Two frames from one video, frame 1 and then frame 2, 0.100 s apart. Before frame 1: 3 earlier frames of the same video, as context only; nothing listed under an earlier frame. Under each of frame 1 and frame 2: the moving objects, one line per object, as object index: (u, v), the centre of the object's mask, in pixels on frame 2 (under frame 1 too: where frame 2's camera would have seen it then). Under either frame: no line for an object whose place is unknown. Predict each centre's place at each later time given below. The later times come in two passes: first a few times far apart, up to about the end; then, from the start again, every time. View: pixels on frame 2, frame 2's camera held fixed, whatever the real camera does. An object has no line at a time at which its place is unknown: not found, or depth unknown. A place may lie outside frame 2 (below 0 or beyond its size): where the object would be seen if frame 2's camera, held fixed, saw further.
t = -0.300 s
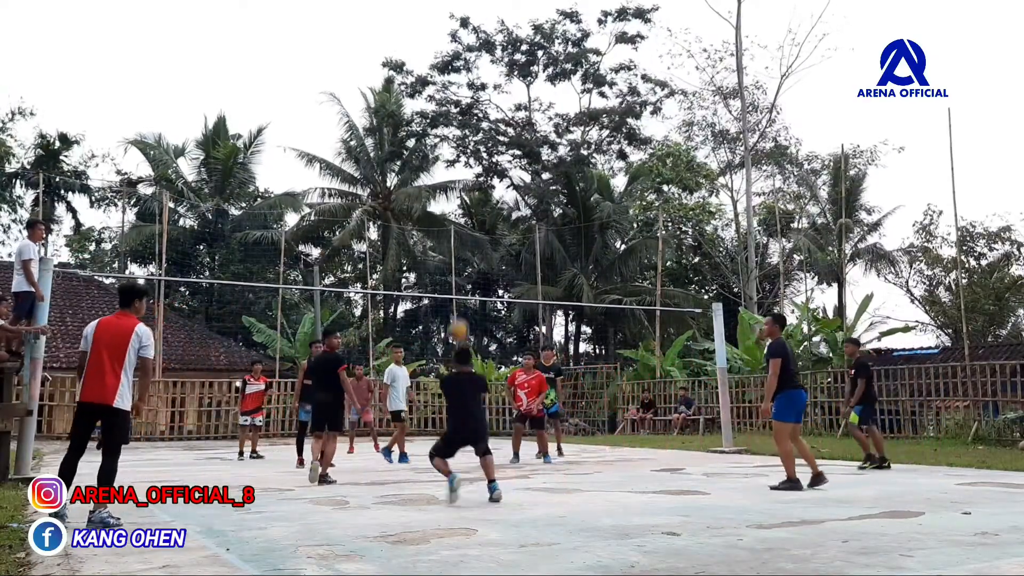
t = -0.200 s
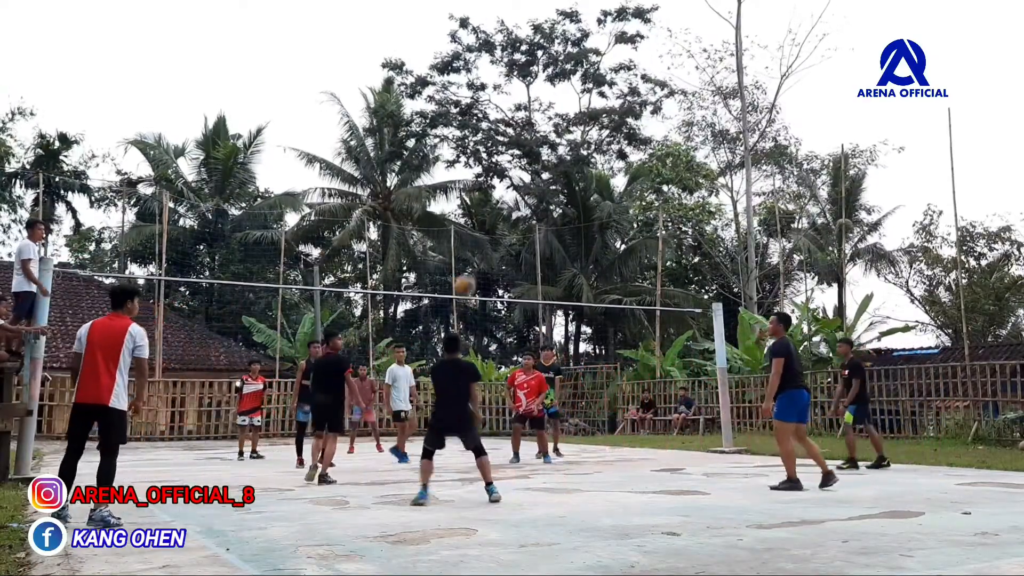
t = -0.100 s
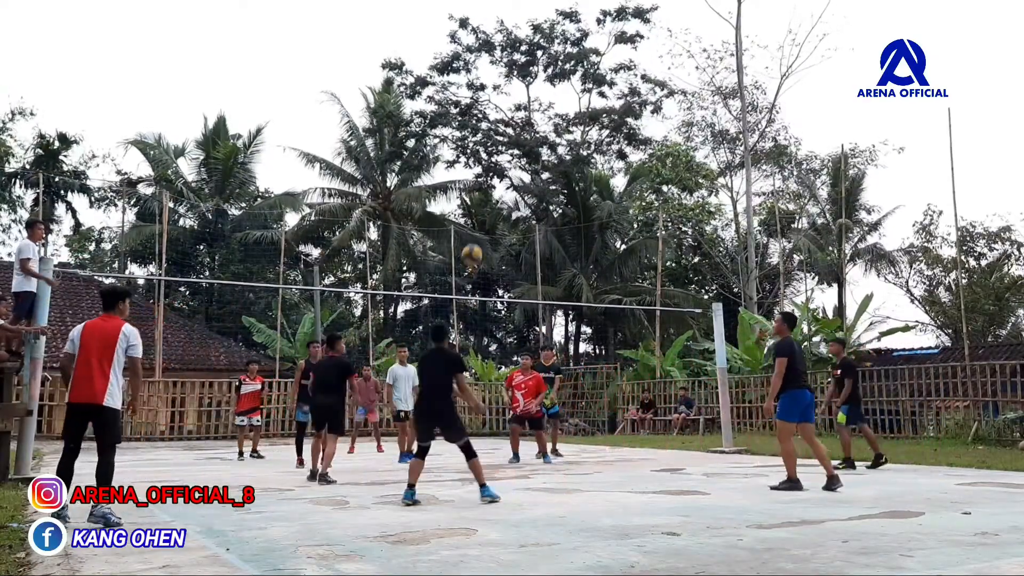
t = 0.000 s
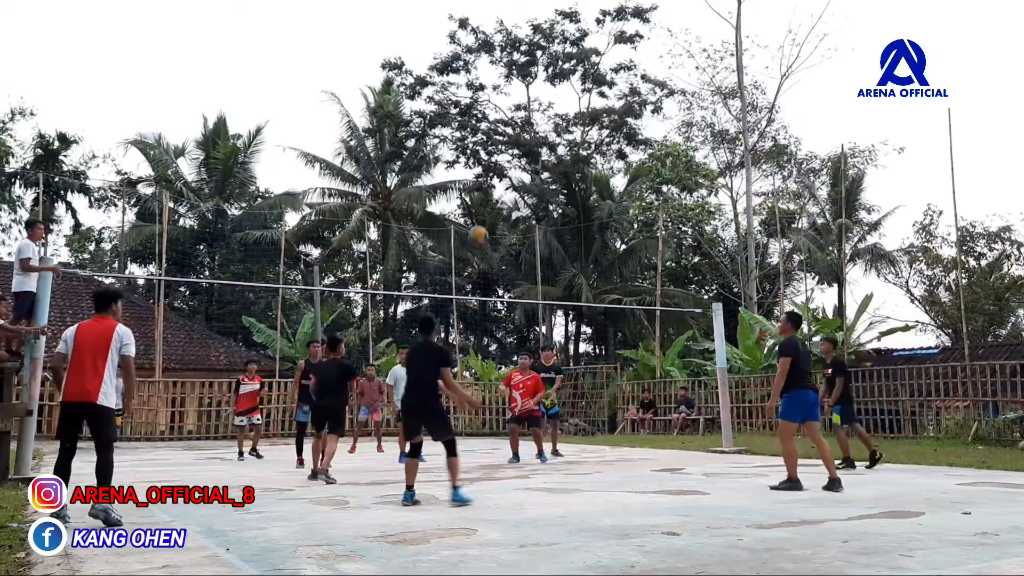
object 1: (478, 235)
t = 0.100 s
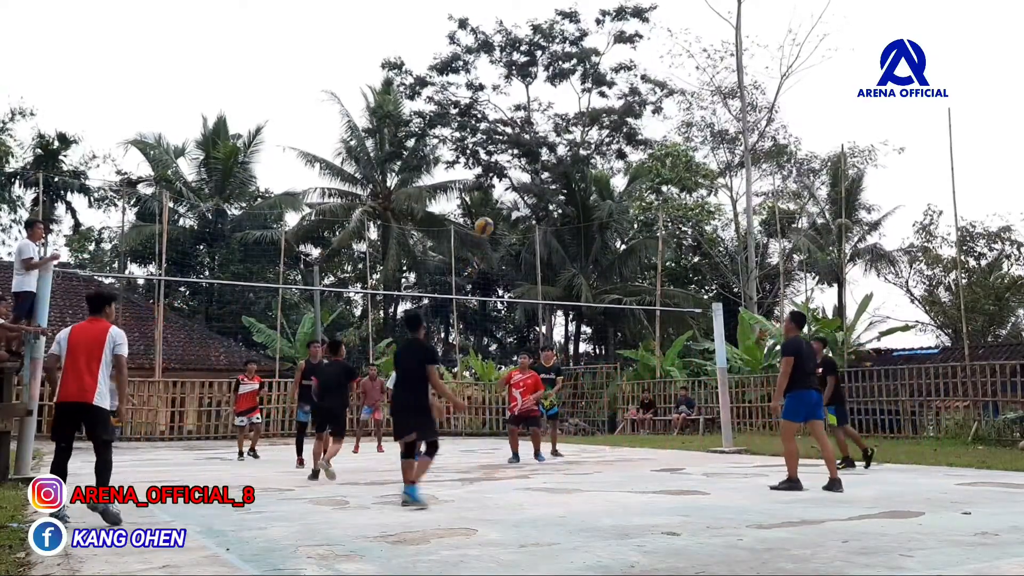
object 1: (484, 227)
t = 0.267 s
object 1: (492, 230)
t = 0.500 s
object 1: (503, 271)
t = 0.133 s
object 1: (486, 226)
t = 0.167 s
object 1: (487, 226)
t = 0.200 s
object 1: (489, 226)
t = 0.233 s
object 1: (491, 228)
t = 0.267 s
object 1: (492, 230)
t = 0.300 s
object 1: (494, 233)
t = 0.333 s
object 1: (496, 236)
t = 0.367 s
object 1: (496, 242)
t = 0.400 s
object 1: (498, 249)
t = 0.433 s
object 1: (500, 255)
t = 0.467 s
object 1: (502, 263)
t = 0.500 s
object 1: (503, 271)
